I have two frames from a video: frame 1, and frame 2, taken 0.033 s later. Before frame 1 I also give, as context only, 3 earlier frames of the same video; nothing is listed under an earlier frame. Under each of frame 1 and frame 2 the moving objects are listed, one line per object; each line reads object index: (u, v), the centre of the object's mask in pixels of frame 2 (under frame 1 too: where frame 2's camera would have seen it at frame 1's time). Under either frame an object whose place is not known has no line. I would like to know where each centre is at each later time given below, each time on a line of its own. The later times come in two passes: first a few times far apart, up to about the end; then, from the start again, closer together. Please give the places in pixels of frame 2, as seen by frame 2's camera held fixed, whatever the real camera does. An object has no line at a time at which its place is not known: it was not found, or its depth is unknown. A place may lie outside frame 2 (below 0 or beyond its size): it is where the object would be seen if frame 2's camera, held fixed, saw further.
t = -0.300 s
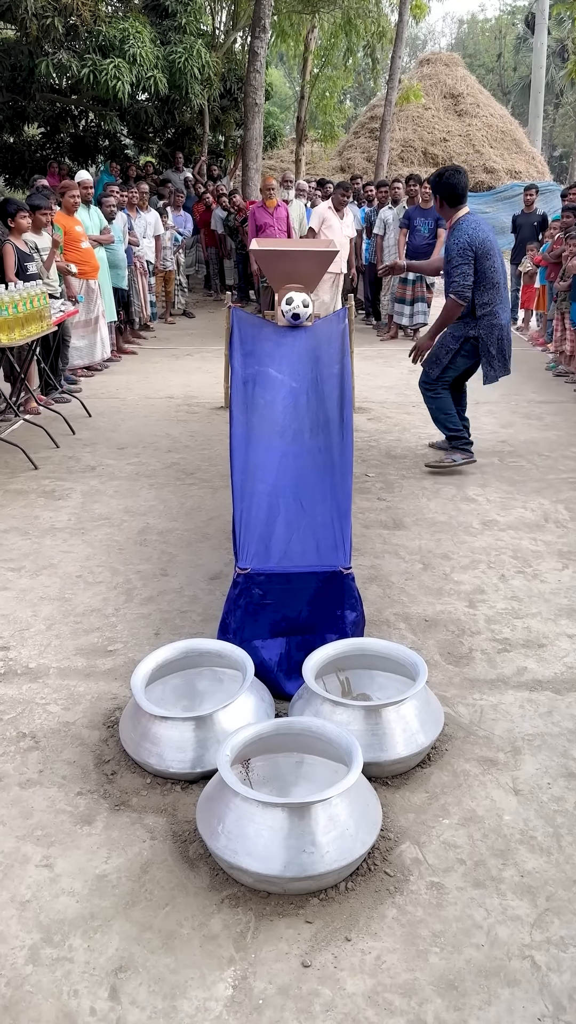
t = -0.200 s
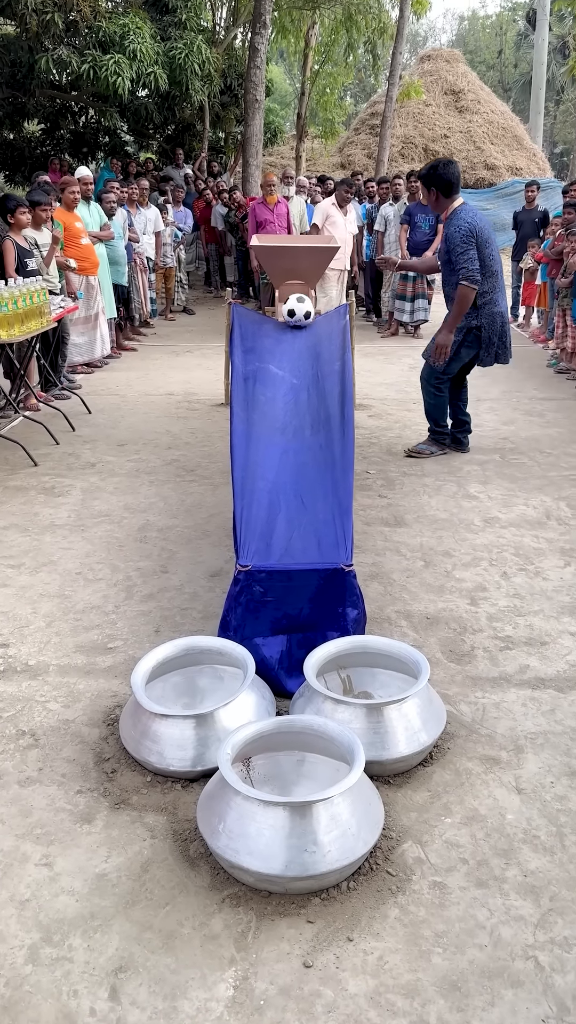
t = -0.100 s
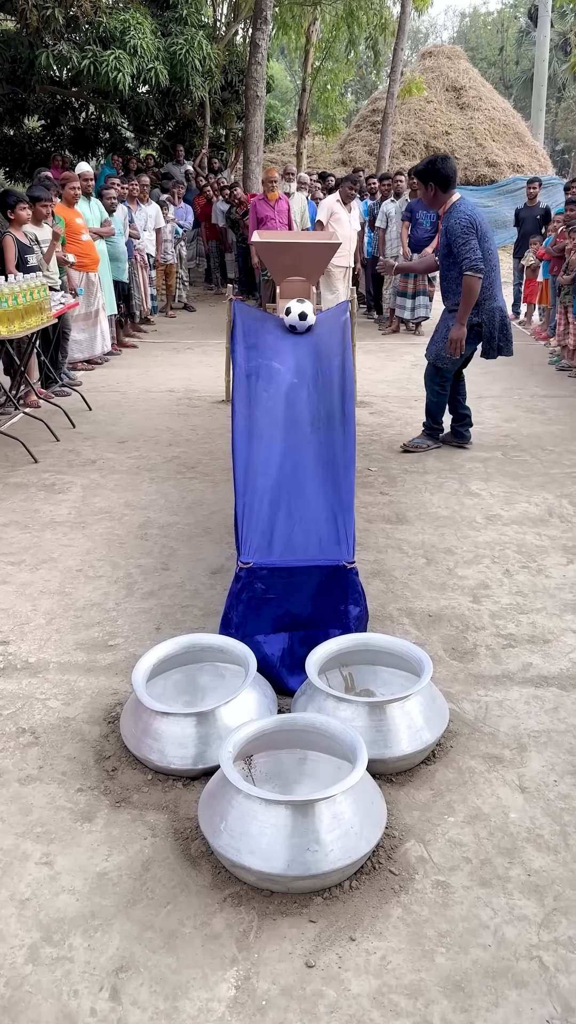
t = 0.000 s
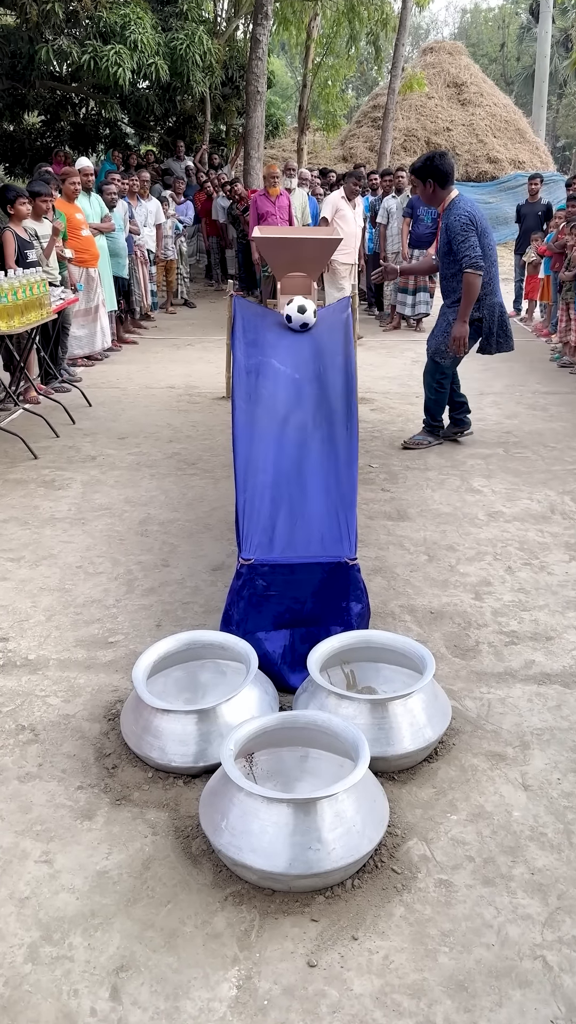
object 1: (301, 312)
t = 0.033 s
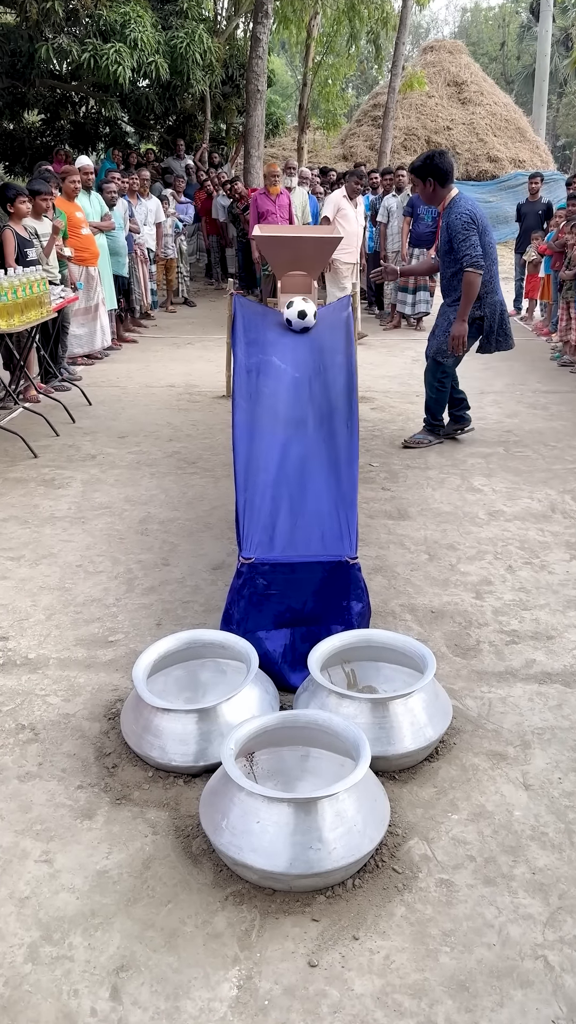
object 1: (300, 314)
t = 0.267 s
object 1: (296, 327)
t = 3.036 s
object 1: (230, 620)
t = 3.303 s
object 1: (155, 629)
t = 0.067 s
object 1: (299, 316)
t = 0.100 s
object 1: (299, 318)
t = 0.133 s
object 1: (298, 320)
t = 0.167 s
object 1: (298, 322)
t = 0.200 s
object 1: (297, 323)
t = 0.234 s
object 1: (297, 325)
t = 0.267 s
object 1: (296, 327)
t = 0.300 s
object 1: (296, 329)
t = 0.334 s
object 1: (295, 331)
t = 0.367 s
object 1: (295, 333)
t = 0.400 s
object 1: (295, 336)
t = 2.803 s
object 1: (290, 613)
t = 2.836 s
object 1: (283, 624)
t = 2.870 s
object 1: (274, 615)
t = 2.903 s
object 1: (266, 609)
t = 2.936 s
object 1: (257, 606)
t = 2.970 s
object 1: (248, 607)
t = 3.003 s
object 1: (239, 612)
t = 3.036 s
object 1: (230, 620)
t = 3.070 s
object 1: (220, 632)
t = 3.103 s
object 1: (211, 648)
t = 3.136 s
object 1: (198, 661)
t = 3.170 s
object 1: (183, 664)
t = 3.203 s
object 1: (172, 656)
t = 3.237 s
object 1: (165, 646)
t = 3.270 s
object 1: (160, 636)
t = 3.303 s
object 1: (155, 629)
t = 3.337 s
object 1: (150, 622)
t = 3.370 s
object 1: (146, 617)
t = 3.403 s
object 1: (141, 613)
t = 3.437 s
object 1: (135, 612)
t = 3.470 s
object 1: (130, 612)
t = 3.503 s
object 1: (125, 615)
